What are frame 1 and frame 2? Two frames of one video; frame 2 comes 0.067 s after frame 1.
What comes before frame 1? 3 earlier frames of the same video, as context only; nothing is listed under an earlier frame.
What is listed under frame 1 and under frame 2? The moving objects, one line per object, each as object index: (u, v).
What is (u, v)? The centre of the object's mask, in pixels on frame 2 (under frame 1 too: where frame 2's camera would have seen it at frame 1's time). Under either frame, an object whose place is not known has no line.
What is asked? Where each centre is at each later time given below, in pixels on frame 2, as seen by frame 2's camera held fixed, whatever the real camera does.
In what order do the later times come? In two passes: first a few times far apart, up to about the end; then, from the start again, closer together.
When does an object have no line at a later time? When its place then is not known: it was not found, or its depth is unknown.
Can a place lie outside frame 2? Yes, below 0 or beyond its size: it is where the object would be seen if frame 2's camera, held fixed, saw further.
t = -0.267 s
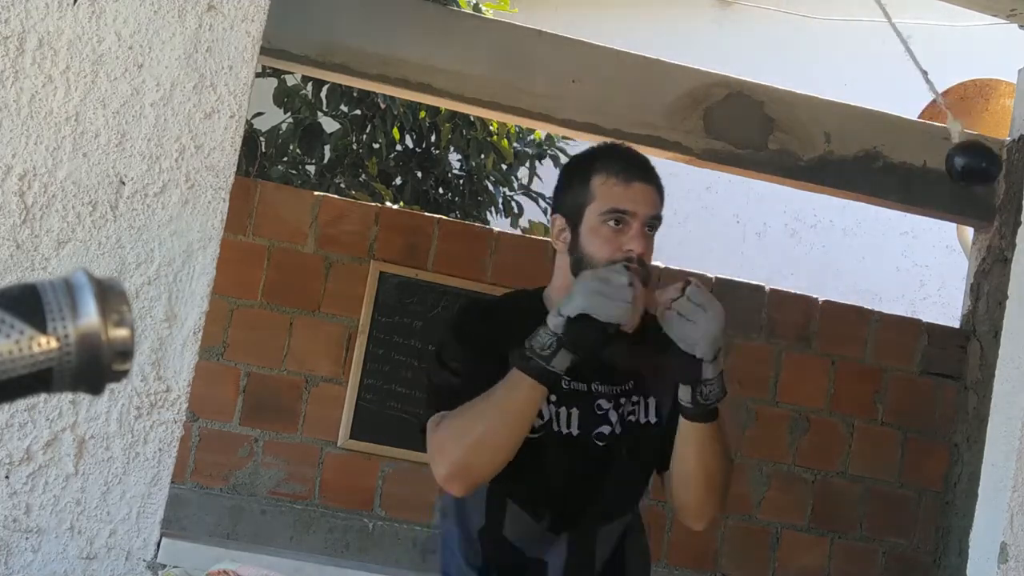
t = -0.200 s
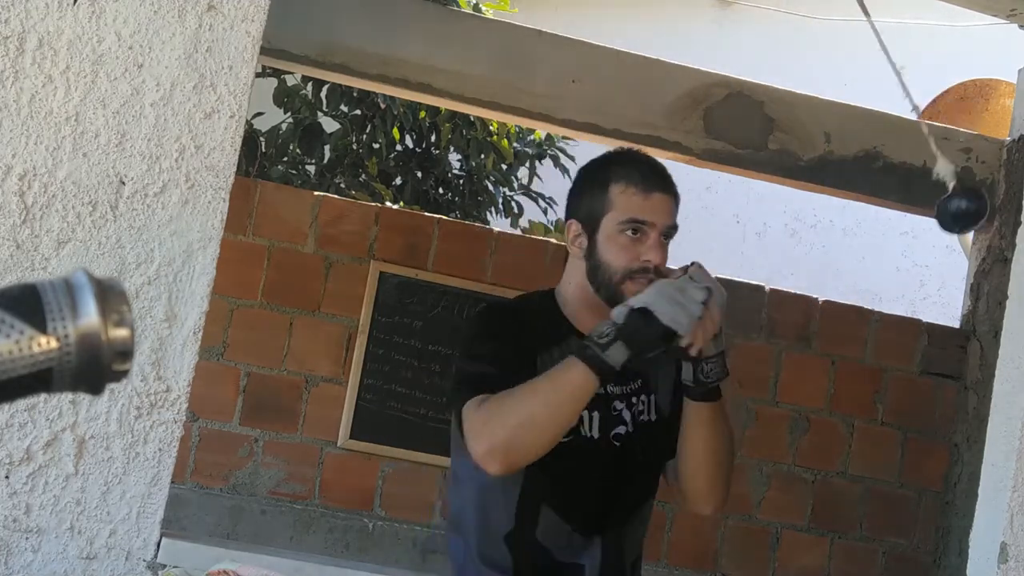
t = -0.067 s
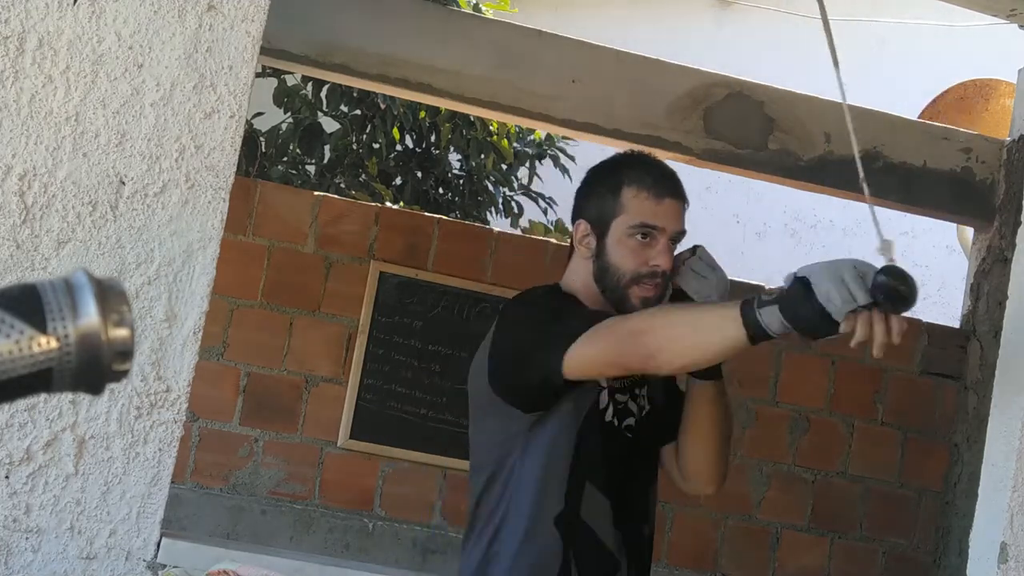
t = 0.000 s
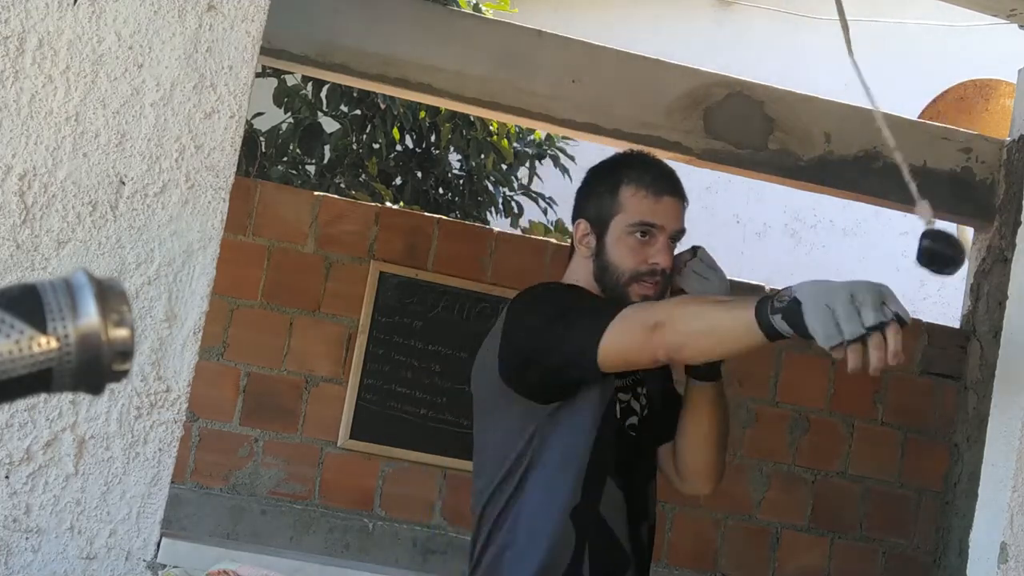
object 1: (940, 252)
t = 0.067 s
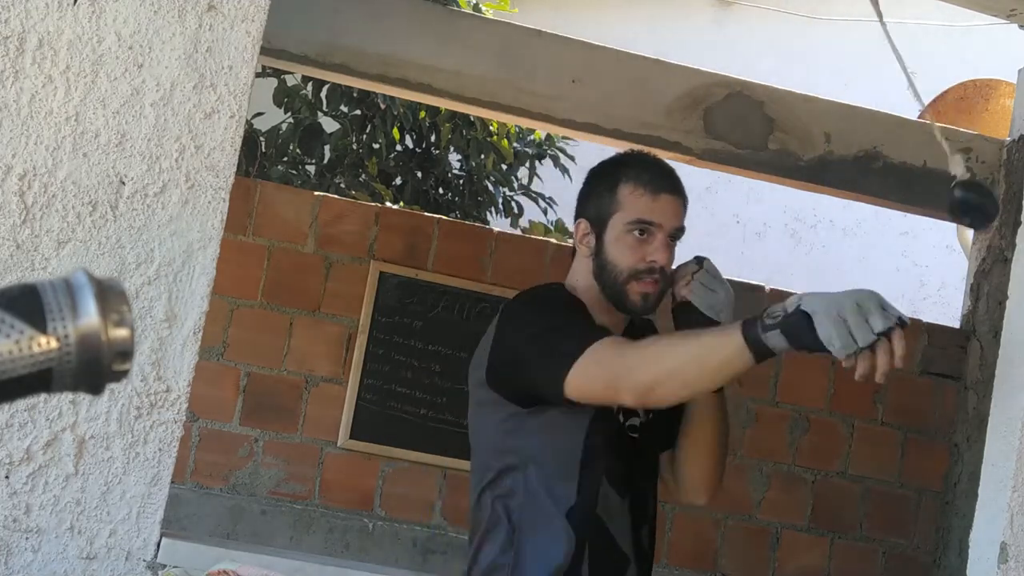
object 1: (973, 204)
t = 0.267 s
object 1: (968, 108)
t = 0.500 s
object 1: (798, 211)
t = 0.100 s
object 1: (983, 179)
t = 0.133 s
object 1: (987, 155)
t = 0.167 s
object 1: (988, 136)
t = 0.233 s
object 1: (979, 112)
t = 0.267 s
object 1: (968, 108)
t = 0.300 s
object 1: (952, 109)
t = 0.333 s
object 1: (933, 116)
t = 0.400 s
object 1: (885, 144)
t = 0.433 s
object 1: (857, 164)
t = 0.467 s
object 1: (827, 188)
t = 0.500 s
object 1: (798, 211)
